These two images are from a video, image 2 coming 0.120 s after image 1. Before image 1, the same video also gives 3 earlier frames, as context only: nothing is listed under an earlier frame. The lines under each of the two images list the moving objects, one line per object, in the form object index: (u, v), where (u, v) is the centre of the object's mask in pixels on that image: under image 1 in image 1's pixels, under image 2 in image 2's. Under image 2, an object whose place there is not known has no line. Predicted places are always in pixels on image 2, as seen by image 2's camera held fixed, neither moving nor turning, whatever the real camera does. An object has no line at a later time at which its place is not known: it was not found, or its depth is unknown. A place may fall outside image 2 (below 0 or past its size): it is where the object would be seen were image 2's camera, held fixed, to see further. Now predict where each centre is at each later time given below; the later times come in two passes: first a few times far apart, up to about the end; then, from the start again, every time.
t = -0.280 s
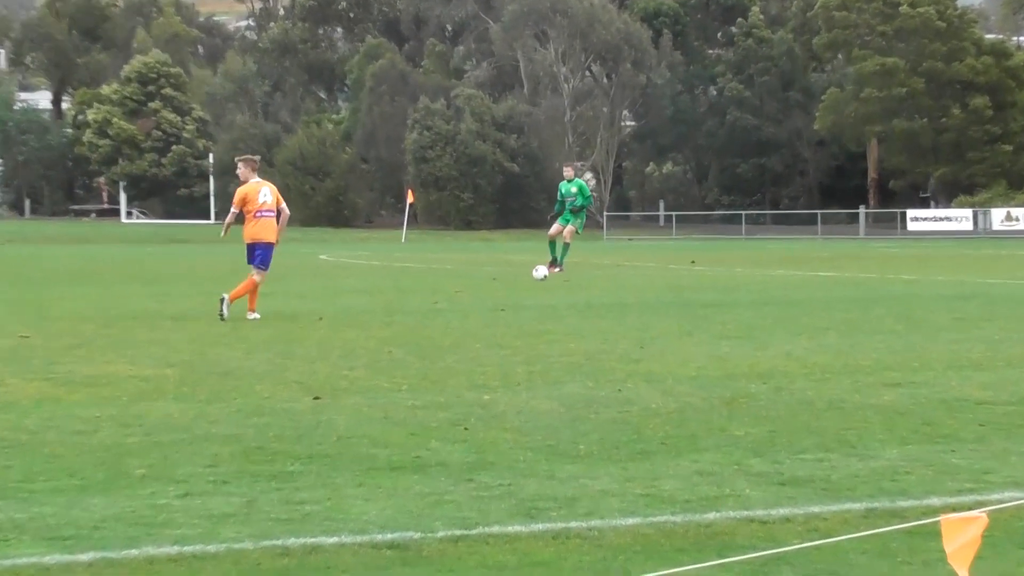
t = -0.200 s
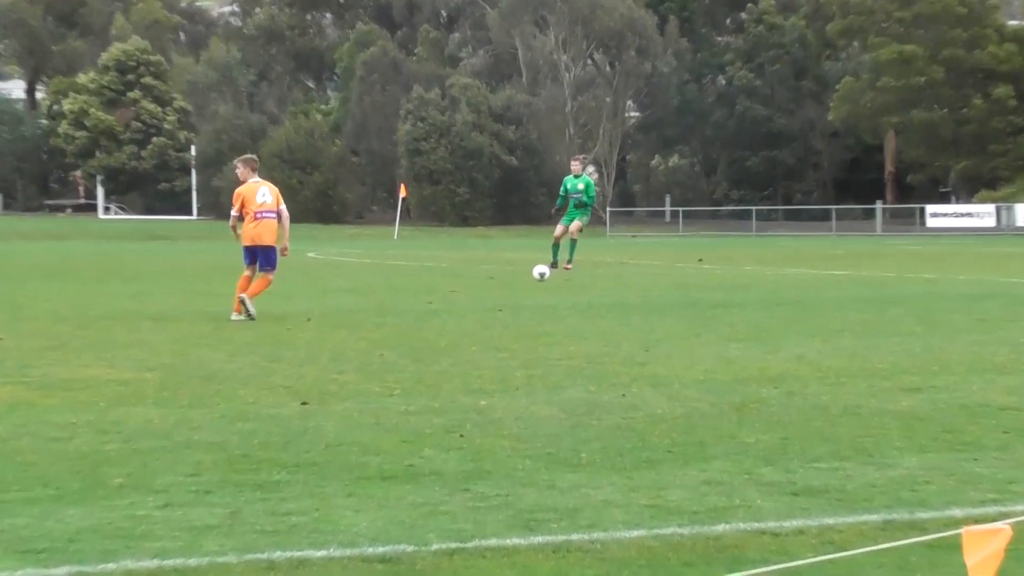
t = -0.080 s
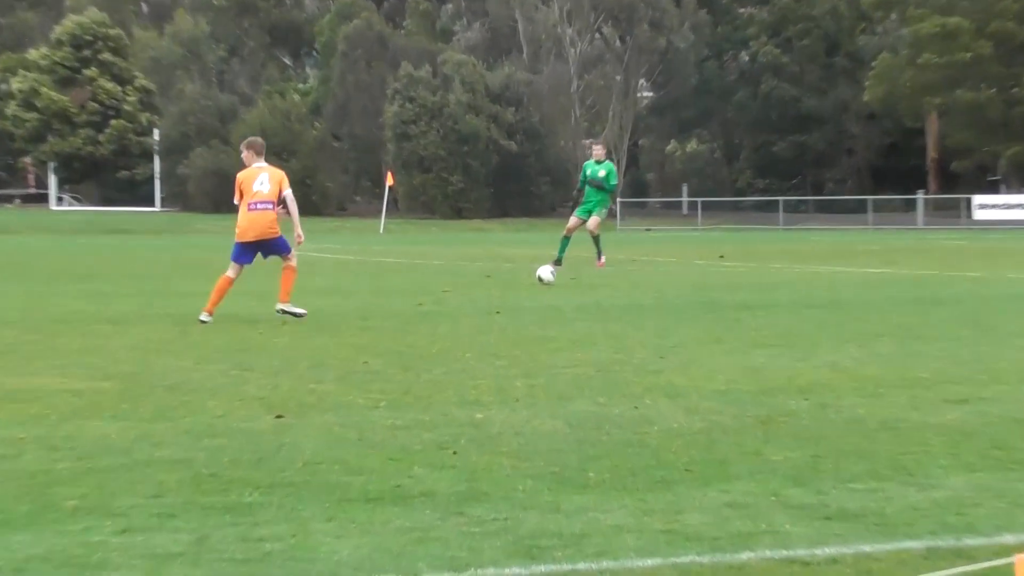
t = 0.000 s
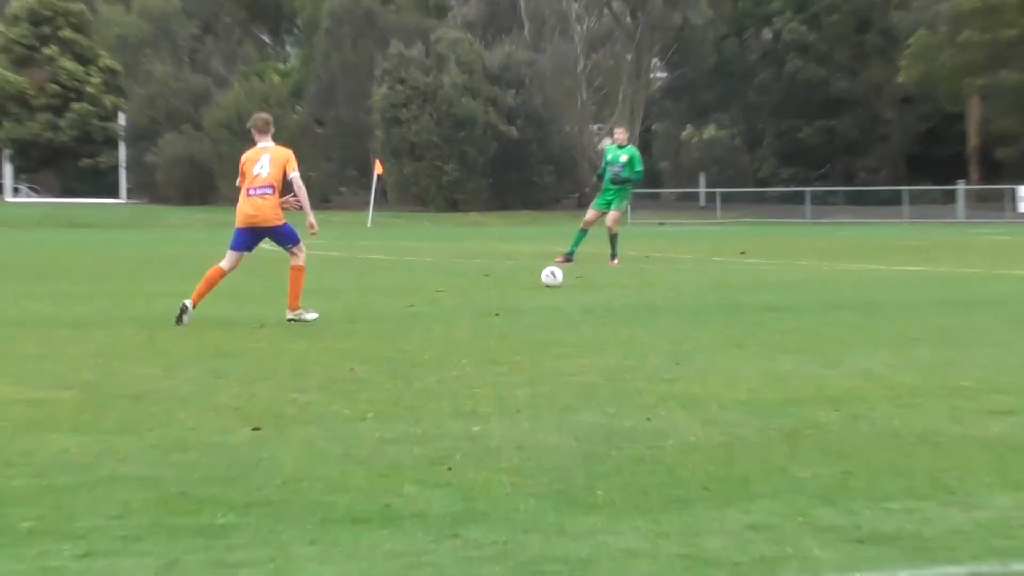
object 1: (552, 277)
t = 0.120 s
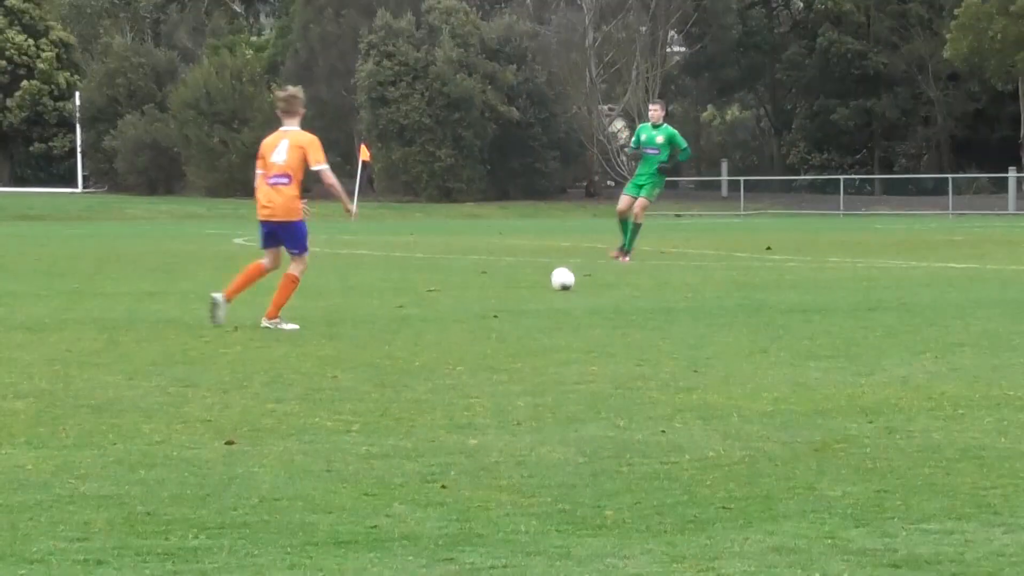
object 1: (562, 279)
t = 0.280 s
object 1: (567, 288)
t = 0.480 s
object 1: (576, 290)
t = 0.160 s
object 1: (563, 282)
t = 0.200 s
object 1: (564, 284)
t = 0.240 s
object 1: (566, 286)
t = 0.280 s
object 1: (567, 288)
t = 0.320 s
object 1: (569, 289)
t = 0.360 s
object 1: (570, 290)
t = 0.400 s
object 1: (573, 292)
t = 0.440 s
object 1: (575, 291)
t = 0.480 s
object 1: (576, 290)
